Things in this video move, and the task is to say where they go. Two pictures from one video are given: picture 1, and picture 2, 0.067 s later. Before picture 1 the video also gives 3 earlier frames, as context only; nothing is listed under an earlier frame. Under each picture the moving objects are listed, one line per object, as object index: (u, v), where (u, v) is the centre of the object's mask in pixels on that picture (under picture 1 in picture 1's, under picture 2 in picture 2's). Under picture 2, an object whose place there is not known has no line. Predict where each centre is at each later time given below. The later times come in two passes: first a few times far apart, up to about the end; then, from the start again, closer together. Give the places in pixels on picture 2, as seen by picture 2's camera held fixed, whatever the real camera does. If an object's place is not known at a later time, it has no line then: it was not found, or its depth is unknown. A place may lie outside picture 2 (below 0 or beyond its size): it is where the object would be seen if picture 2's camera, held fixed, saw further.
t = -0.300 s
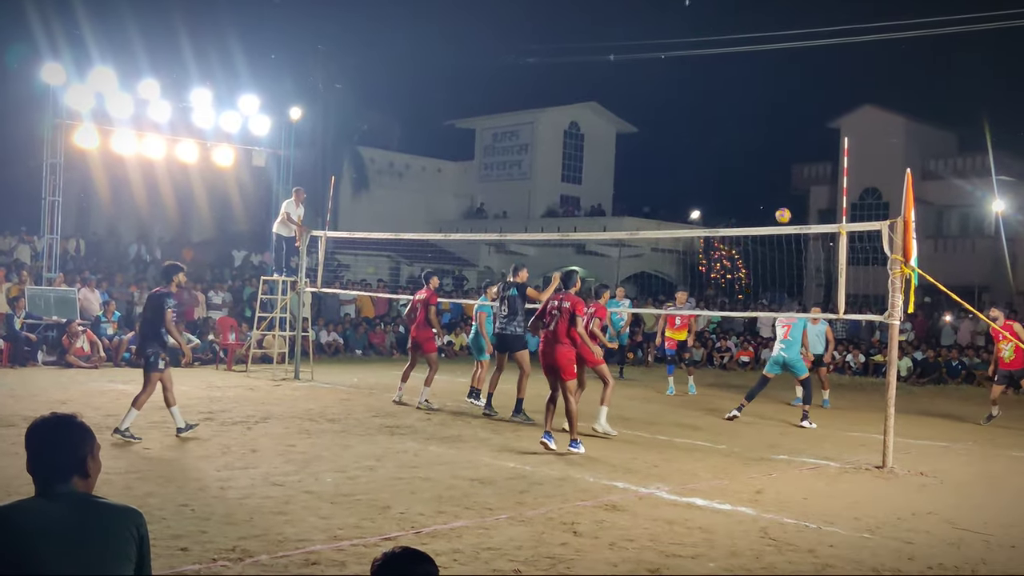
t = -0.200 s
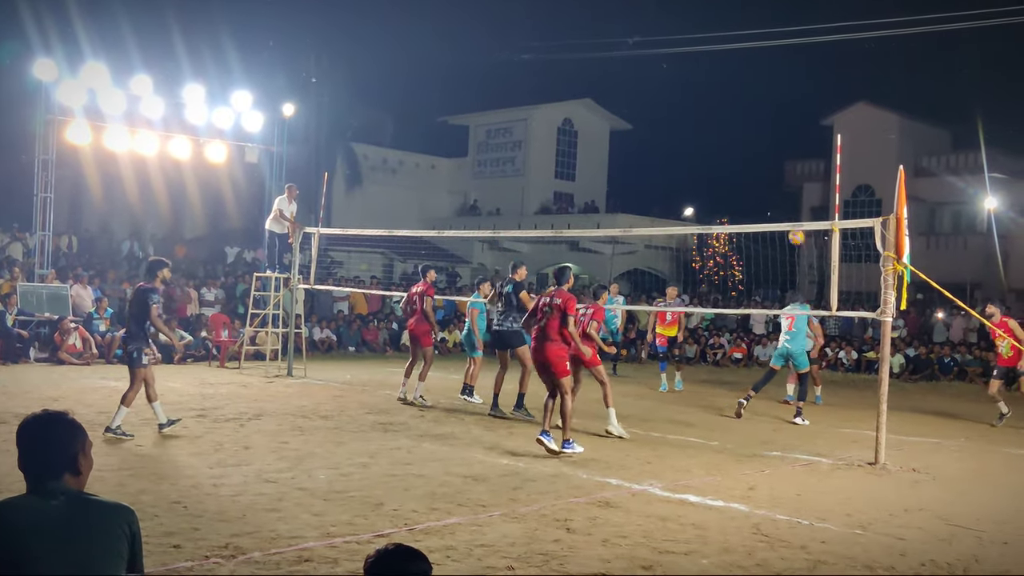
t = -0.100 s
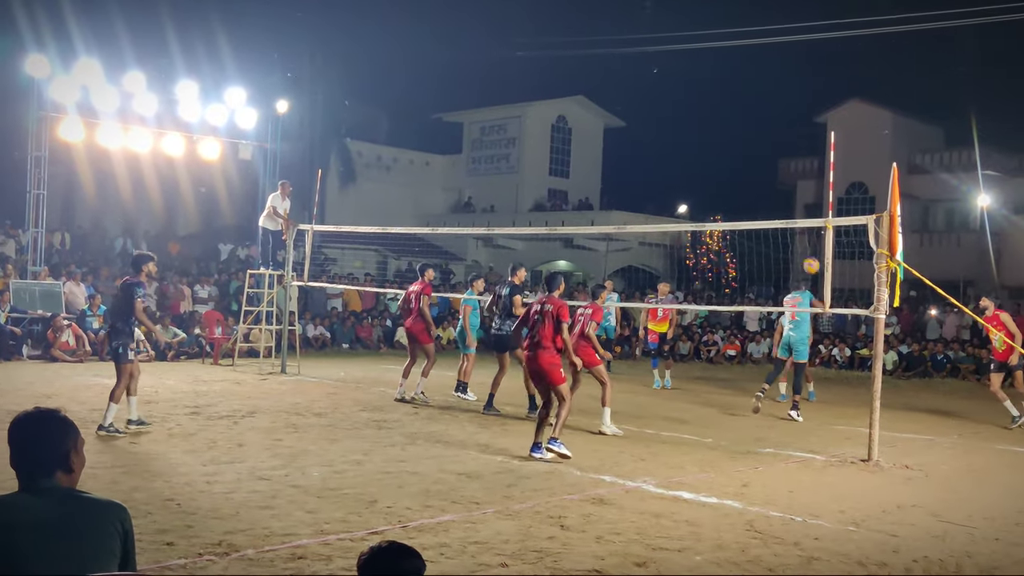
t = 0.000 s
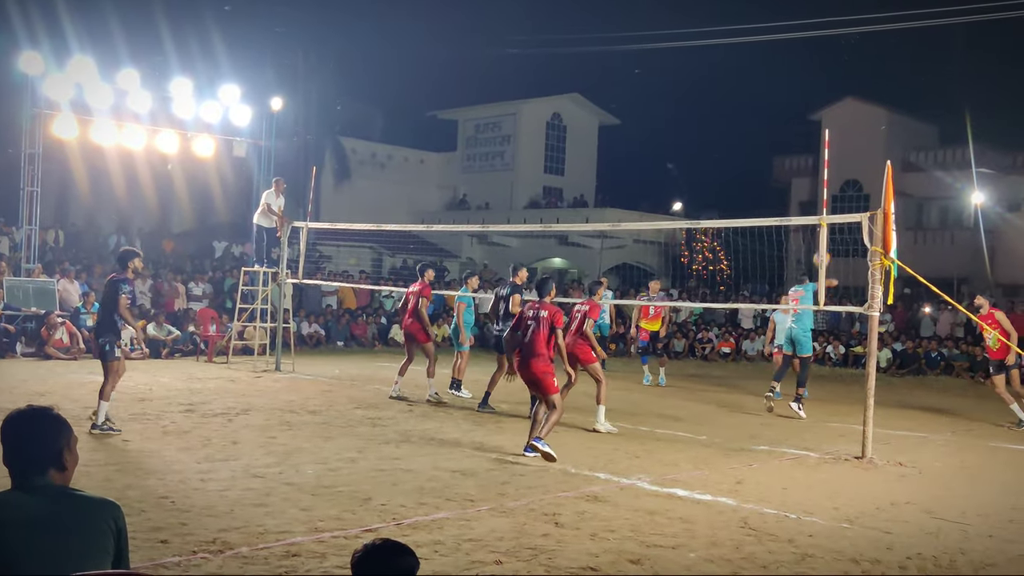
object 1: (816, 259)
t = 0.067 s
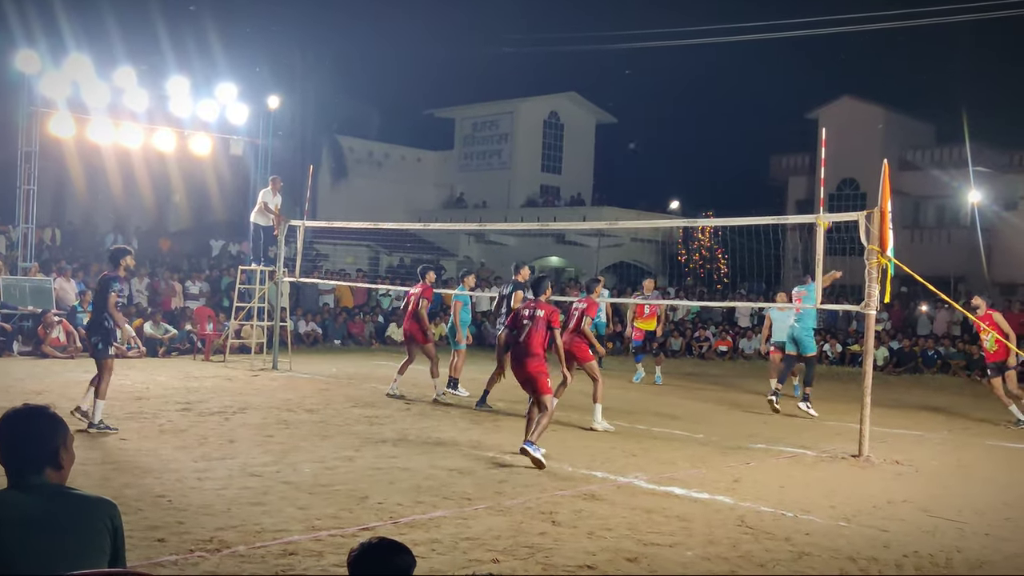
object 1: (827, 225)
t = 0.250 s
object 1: (839, 136)
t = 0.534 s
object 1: (861, 51)
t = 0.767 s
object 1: (876, 24)
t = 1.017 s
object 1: (891, 38)
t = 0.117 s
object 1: (830, 195)
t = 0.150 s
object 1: (831, 179)
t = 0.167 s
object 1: (832, 172)
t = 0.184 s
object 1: (833, 164)
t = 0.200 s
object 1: (835, 157)
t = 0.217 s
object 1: (836, 150)
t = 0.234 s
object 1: (838, 143)
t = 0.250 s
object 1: (839, 136)
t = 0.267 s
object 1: (840, 130)
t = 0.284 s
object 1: (842, 124)
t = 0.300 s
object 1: (843, 118)
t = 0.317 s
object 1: (844, 111)
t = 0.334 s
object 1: (845, 105)
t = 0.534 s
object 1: (861, 51)
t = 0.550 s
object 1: (861, 48)
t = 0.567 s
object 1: (863, 45)
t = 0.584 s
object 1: (864, 42)
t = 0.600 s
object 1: (865, 39)
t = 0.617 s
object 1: (866, 37)
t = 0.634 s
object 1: (867, 35)
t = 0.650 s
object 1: (868, 33)
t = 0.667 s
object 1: (869, 31)
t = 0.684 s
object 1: (870, 29)
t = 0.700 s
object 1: (872, 27)
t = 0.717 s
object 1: (873, 26)
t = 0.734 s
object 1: (874, 25)
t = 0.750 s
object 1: (875, 24)
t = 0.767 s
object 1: (876, 24)
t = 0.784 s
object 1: (877, 23)
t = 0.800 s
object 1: (878, 23)
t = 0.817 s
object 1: (879, 22)
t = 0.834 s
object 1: (880, 22)
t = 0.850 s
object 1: (881, 23)
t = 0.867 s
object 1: (882, 23)
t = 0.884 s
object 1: (883, 24)
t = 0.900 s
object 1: (884, 25)
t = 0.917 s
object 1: (885, 26)
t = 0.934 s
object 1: (886, 28)
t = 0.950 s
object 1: (887, 29)
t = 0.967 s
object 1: (888, 31)
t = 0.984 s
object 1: (889, 34)
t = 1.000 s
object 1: (890, 36)
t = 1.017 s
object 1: (891, 38)
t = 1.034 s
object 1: (892, 41)
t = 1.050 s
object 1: (893, 44)
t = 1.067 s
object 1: (894, 47)
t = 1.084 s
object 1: (894, 50)
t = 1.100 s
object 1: (895, 54)
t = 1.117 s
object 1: (896, 58)
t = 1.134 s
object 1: (897, 61)
